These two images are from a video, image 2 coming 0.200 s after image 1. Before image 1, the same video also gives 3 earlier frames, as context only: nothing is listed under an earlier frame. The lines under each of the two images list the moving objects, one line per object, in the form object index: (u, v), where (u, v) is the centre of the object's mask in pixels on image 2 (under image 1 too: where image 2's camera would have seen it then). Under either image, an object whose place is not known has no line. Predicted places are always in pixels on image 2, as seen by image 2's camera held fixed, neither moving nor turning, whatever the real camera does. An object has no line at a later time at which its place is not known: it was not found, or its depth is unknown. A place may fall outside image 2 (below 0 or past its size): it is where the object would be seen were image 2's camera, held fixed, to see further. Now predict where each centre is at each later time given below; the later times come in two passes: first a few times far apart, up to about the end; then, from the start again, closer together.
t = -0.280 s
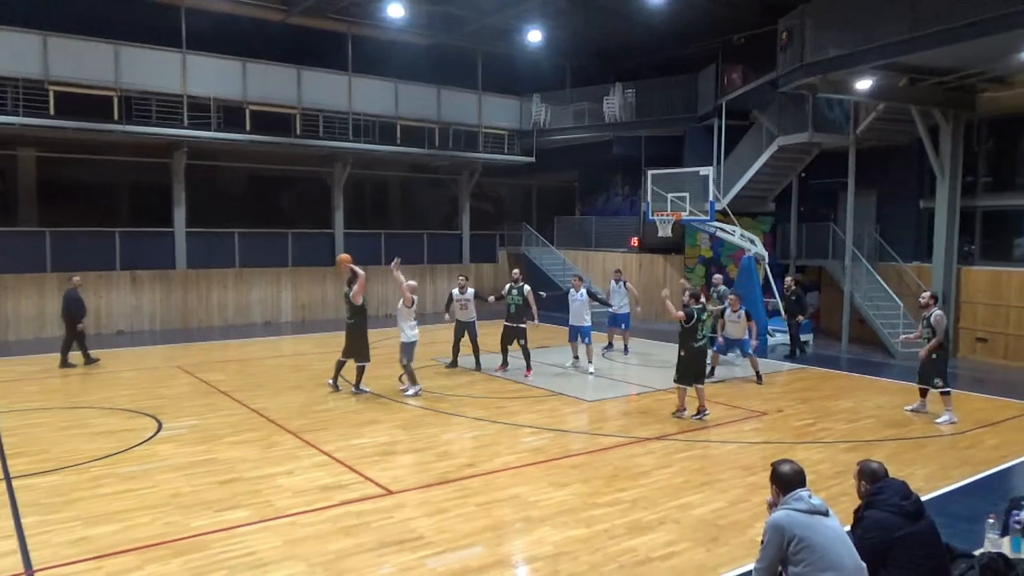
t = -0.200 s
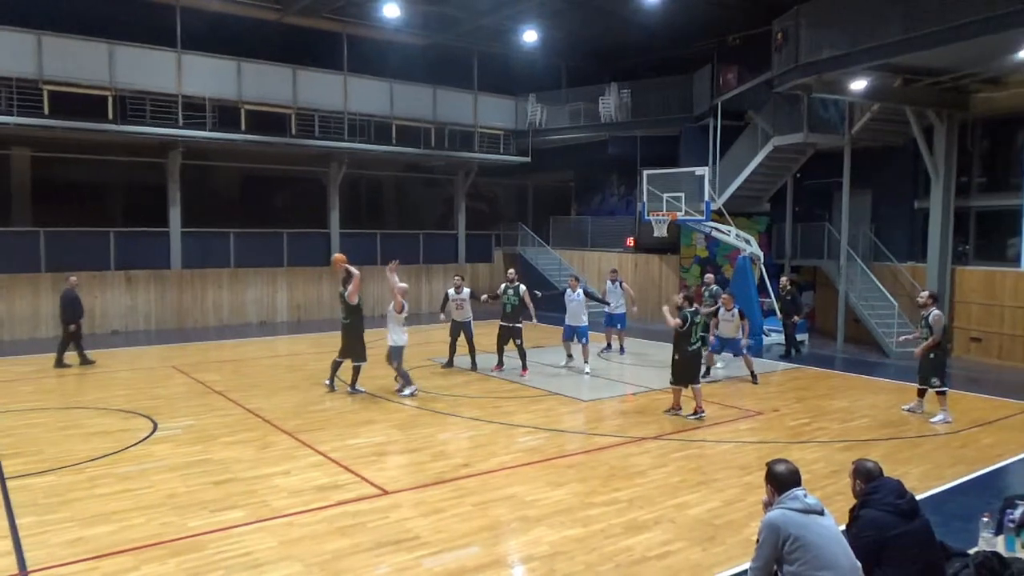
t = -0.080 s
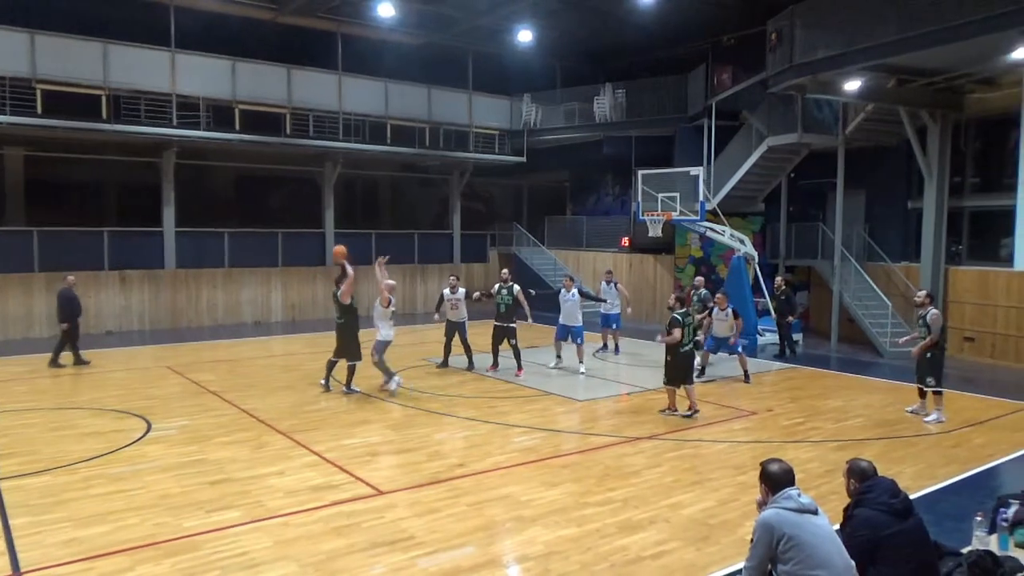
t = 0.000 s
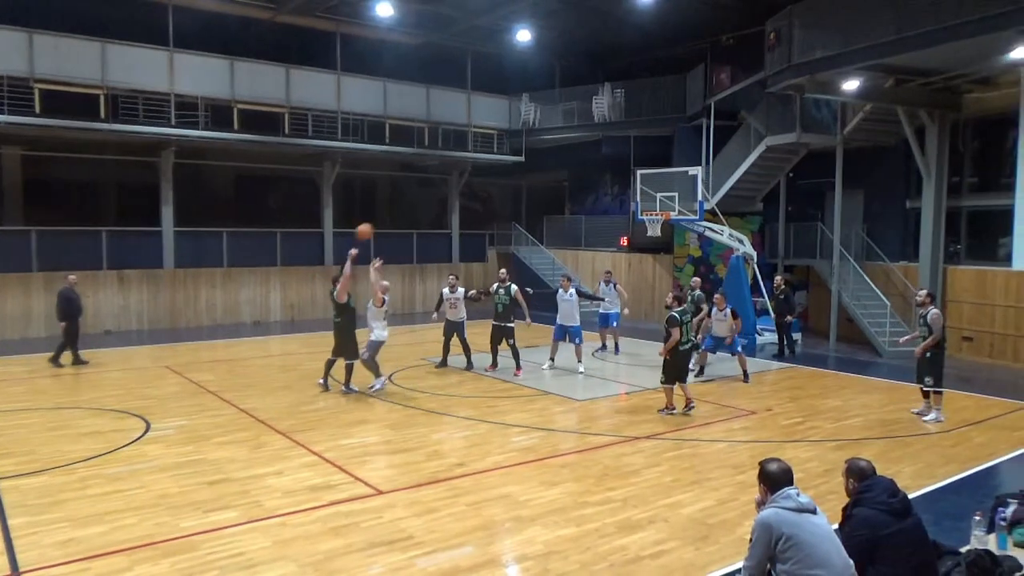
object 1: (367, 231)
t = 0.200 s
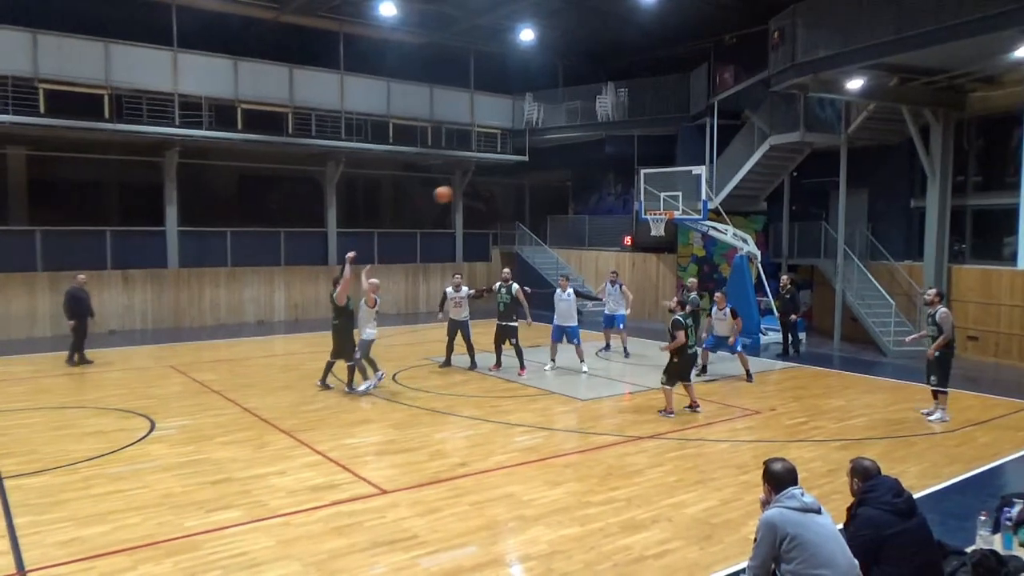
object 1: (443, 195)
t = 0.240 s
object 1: (458, 190)
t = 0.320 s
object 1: (489, 184)
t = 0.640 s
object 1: (611, 201)
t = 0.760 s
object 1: (658, 226)
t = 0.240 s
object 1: (458, 190)
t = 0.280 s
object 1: (473, 187)
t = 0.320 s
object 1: (489, 184)
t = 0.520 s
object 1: (565, 187)
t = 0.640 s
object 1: (611, 201)
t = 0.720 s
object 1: (641, 216)
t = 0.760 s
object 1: (658, 226)
